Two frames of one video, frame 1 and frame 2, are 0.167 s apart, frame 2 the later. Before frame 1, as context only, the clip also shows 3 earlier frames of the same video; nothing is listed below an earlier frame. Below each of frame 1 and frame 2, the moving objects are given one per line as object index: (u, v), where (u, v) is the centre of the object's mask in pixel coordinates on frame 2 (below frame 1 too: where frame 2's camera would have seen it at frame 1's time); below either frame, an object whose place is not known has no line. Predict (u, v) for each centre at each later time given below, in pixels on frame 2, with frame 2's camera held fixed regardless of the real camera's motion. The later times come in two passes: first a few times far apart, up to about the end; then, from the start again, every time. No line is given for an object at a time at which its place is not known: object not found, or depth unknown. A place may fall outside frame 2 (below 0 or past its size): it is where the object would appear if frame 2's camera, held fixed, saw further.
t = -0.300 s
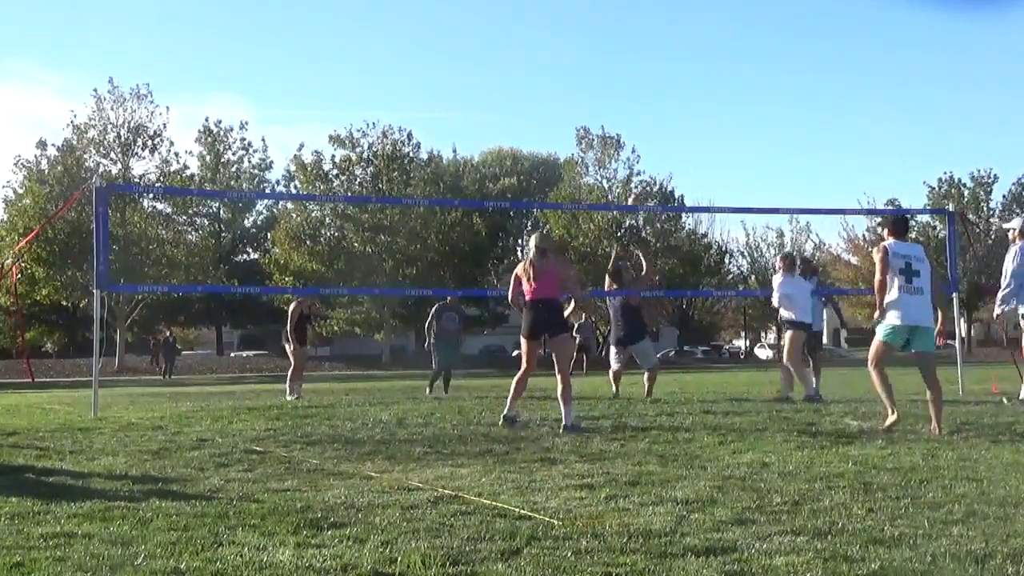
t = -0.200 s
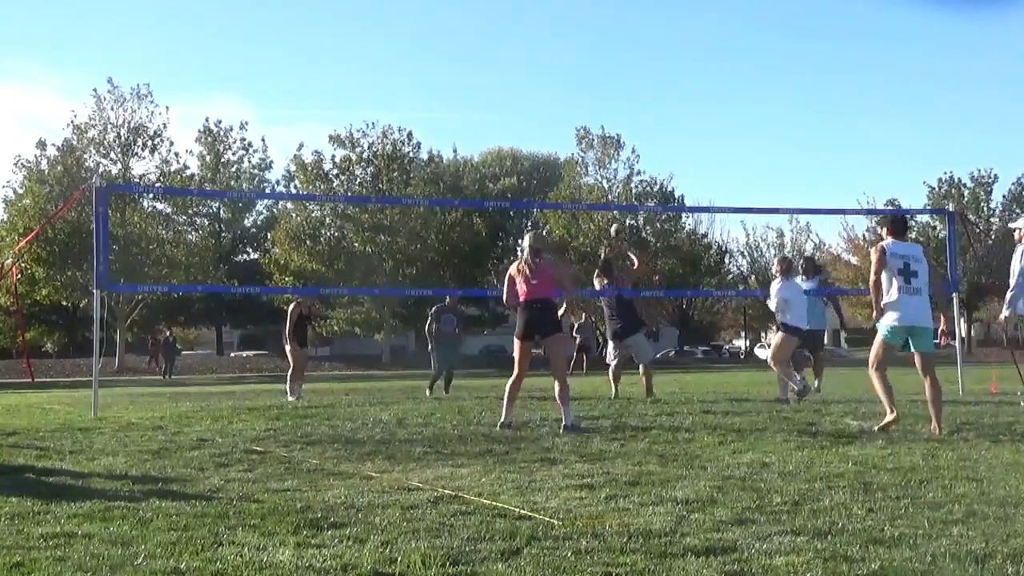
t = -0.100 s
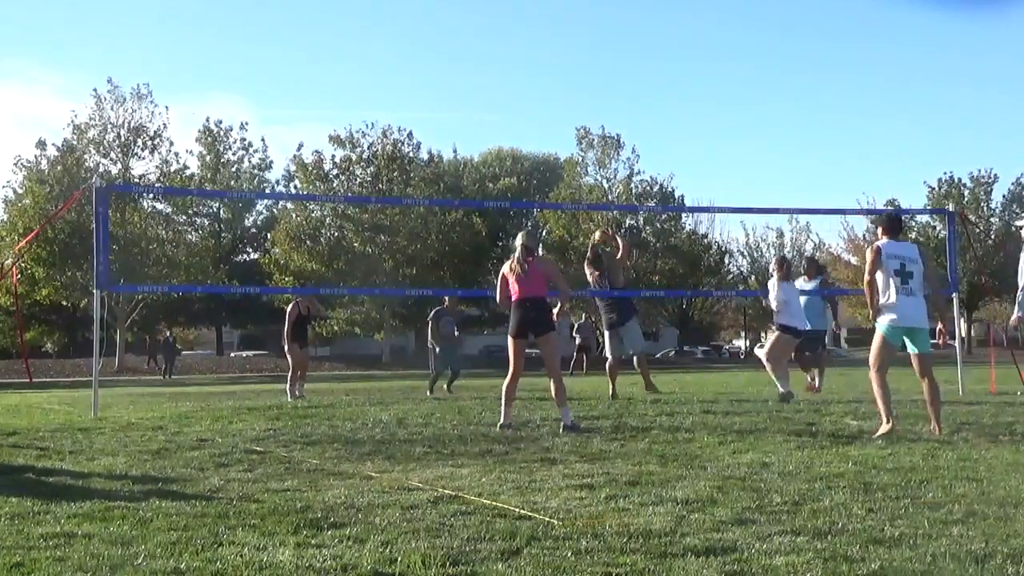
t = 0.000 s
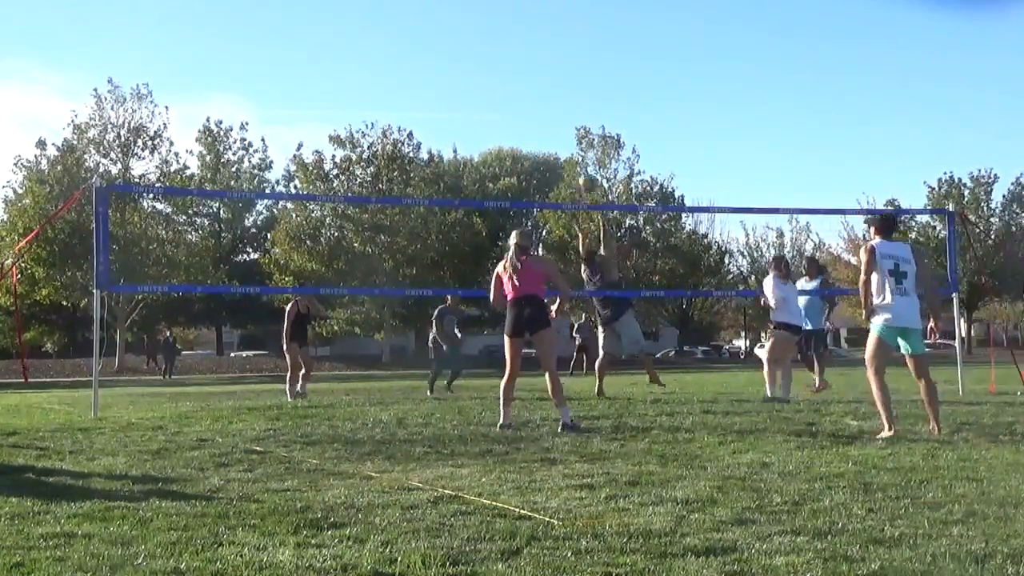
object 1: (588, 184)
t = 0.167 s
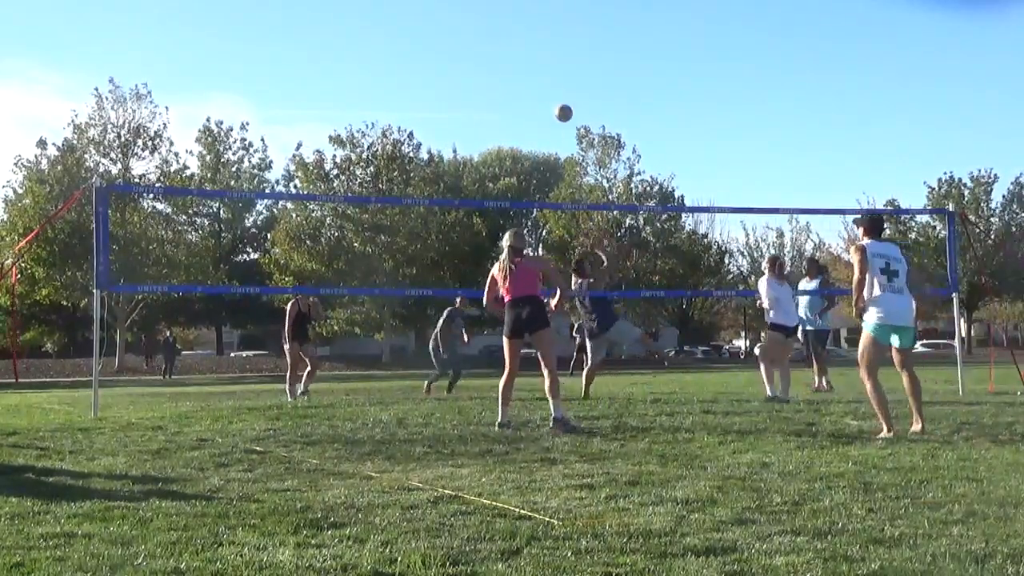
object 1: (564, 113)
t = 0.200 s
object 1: (559, 102)
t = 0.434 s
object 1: (526, 55)
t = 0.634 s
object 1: (500, 50)
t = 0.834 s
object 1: (476, 74)
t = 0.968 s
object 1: (461, 107)
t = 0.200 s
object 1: (559, 102)
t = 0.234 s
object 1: (554, 92)
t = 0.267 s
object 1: (549, 84)
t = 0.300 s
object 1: (544, 76)
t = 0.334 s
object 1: (539, 69)
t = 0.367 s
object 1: (535, 63)
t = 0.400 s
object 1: (530, 58)
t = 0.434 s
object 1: (526, 55)
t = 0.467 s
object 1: (521, 52)
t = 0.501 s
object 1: (517, 50)
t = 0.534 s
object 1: (513, 48)
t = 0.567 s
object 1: (509, 48)
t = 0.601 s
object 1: (504, 48)
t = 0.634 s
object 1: (500, 50)
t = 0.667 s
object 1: (496, 52)
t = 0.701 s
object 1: (492, 55)
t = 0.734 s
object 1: (488, 58)
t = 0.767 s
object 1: (484, 63)
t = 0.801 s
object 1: (480, 68)
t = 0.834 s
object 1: (476, 74)
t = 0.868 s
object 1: (472, 81)
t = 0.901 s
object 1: (469, 89)
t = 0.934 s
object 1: (465, 98)
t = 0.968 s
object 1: (461, 107)
